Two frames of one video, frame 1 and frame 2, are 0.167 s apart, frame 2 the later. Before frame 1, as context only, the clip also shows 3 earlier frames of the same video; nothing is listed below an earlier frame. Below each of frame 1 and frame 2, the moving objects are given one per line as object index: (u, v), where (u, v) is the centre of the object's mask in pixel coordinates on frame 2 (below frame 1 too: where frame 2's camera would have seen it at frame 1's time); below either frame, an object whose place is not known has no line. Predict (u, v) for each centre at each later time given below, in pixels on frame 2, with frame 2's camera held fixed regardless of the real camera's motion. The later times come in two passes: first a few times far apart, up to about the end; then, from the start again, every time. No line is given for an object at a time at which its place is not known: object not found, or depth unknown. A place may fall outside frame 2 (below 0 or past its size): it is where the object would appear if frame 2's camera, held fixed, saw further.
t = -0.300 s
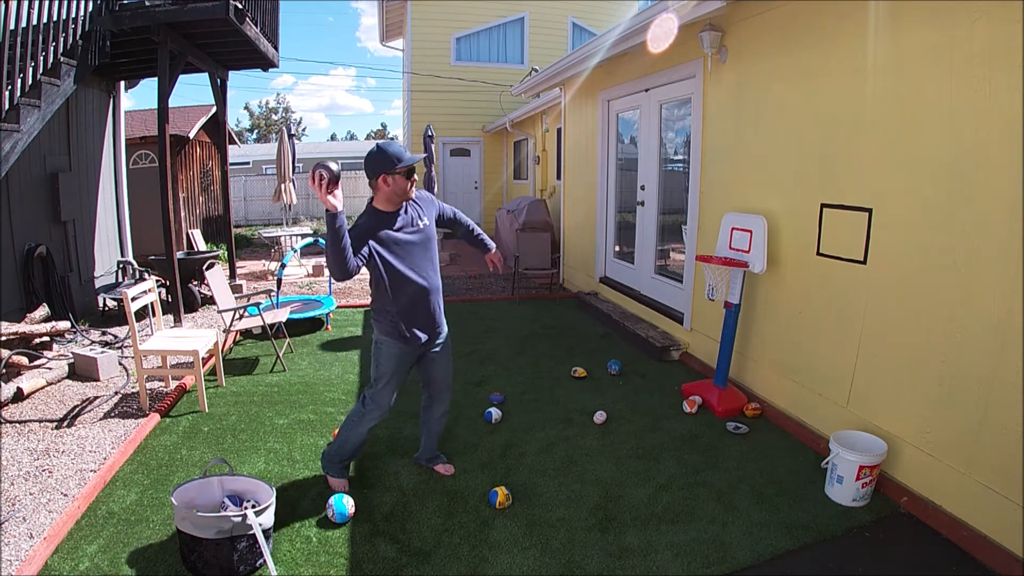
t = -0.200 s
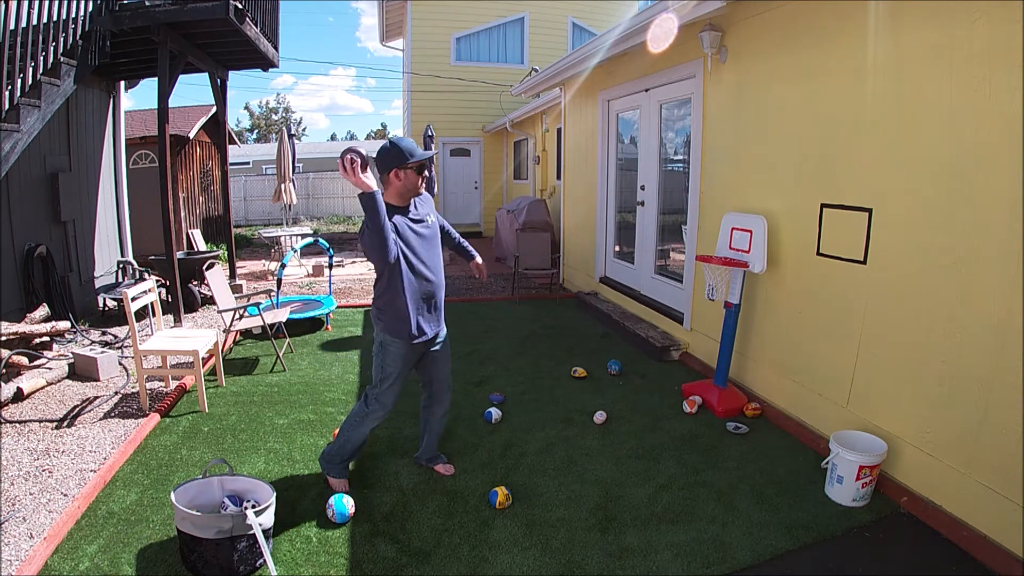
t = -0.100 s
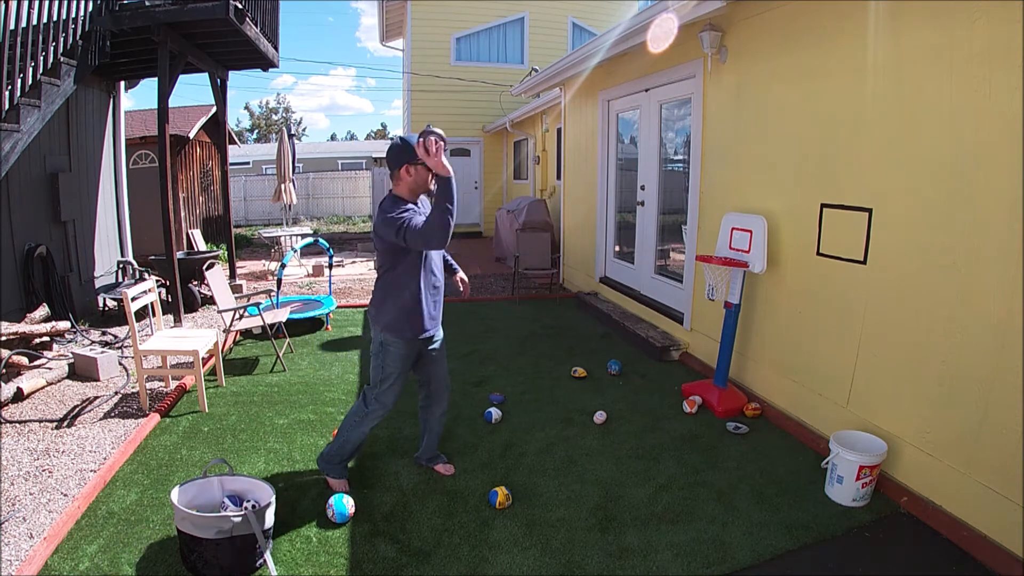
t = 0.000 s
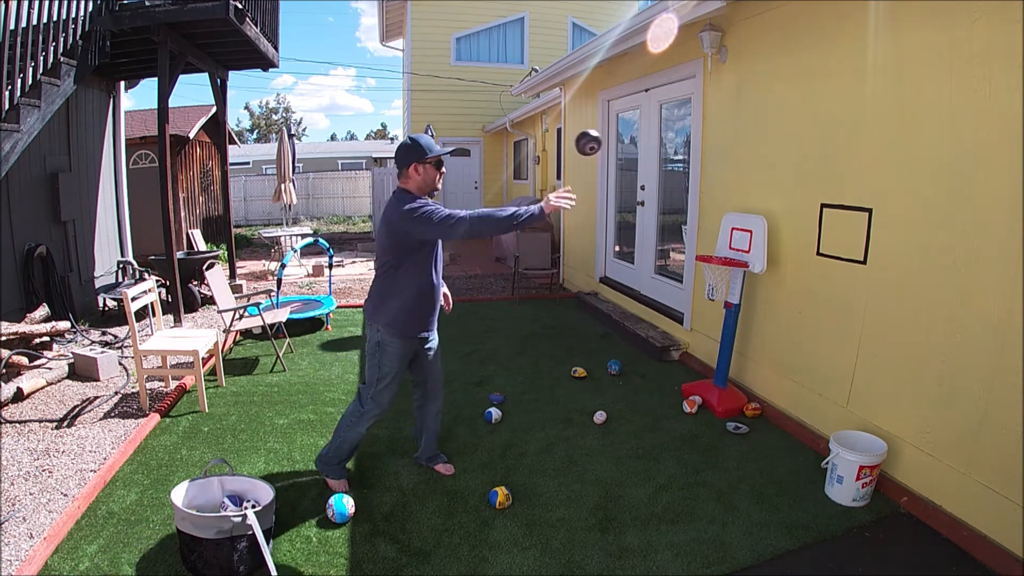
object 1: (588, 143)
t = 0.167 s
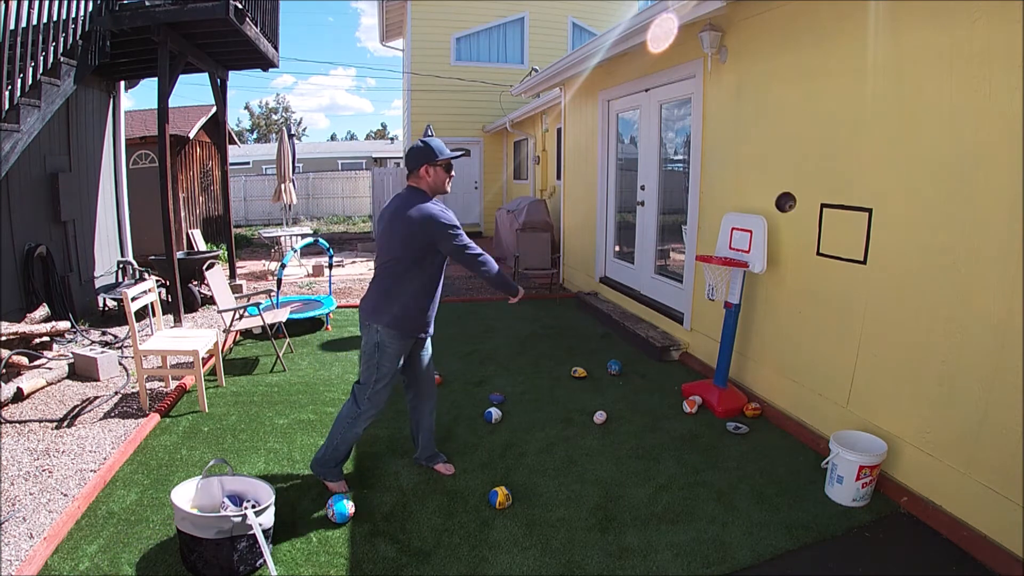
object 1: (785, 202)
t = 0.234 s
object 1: (836, 234)
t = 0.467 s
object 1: (797, 373)
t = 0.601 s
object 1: (751, 488)
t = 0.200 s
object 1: (812, 218)
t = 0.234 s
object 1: (836, 234)
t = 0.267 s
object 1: (845, 248)
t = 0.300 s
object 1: (839, 263)
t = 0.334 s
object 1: (832, 280)
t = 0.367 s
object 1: (825, 299)
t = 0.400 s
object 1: (816, 321)
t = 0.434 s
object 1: (808, 346)
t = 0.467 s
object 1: (797, 373)
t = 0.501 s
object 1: (787, 402)
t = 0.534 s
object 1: (774, 433)
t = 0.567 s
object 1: (762, 467)
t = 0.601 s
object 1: (751, 488)
